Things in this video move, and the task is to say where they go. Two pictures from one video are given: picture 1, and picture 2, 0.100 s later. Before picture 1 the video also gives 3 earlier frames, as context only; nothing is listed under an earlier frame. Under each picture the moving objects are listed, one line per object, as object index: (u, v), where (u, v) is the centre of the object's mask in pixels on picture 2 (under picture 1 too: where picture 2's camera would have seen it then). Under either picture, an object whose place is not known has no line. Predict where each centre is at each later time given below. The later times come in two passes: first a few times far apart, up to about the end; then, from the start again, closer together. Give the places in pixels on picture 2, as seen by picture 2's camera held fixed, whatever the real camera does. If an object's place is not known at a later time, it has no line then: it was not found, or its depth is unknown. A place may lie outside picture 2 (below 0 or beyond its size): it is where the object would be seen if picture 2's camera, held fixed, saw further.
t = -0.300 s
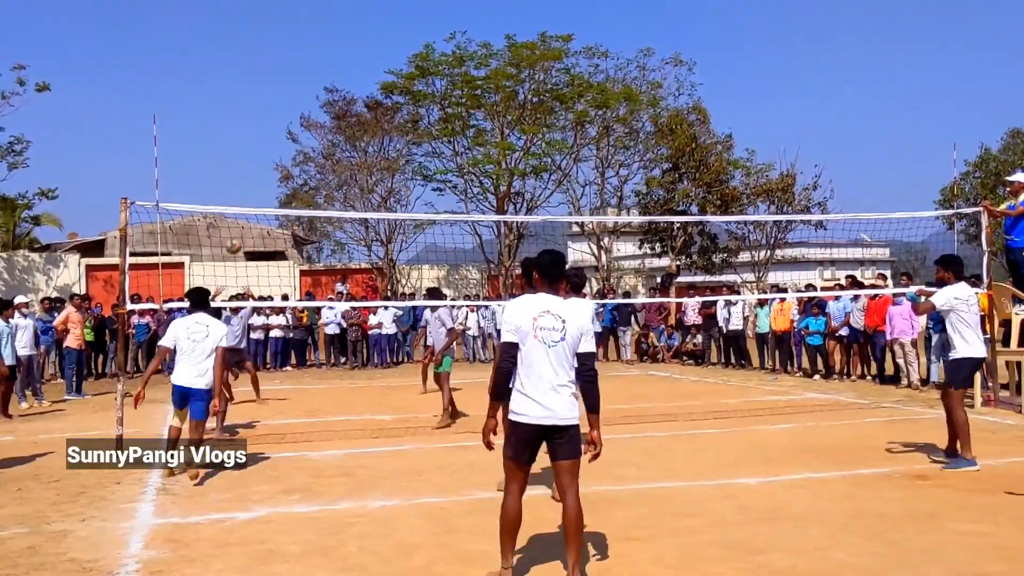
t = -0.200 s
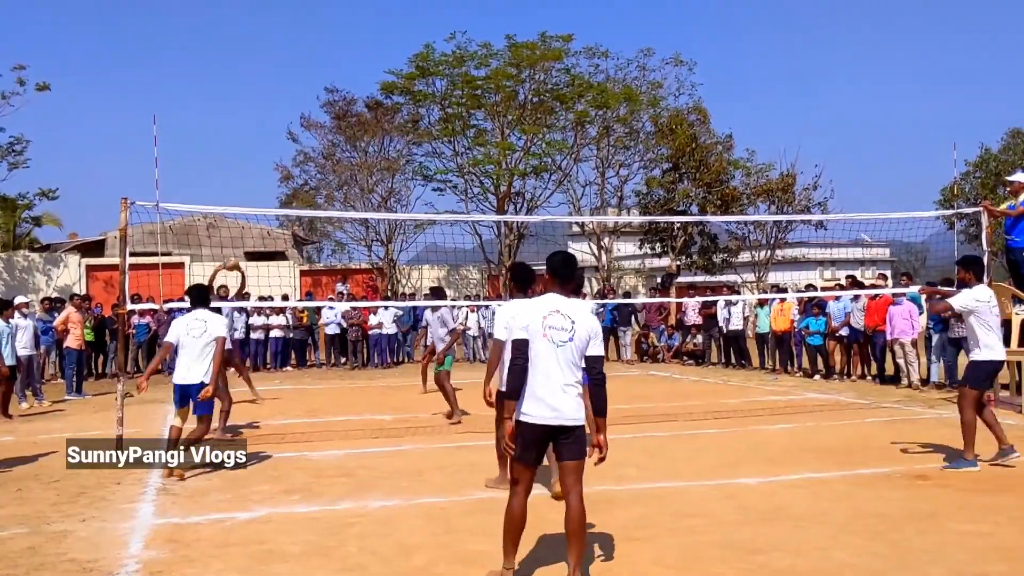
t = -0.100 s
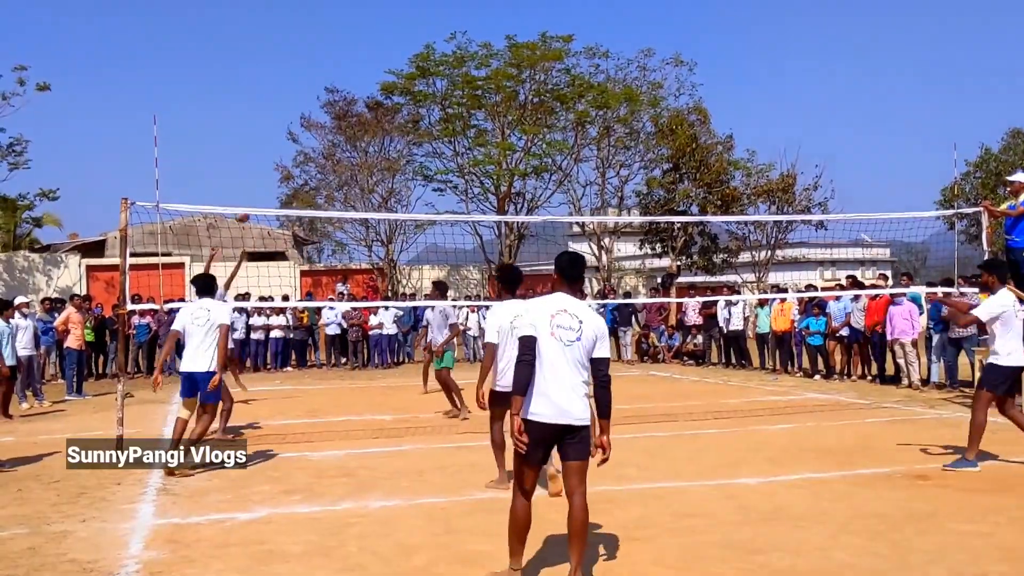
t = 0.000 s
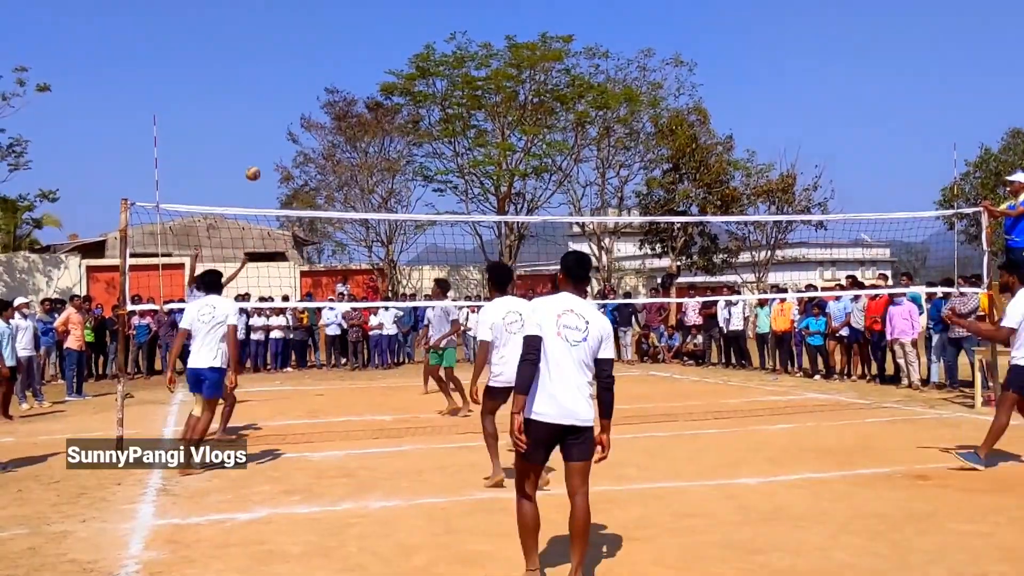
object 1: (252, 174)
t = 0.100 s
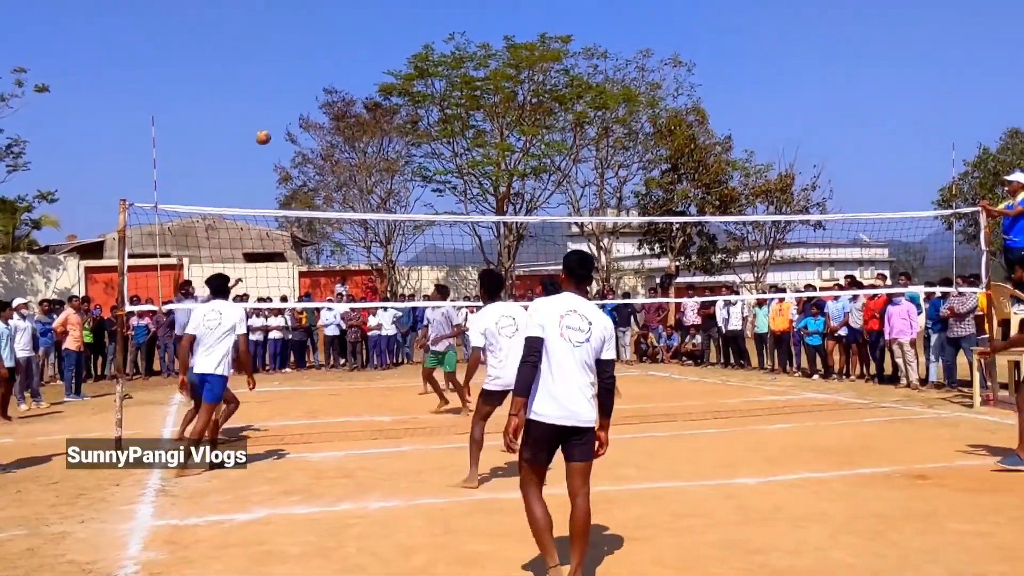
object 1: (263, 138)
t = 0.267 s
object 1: (282, 92)
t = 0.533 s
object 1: (315, 60)
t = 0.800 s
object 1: (351, 80)
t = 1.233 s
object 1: (414, 230)
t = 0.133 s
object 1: (266, 127)
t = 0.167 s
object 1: (270, 117)
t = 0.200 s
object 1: (274, 108)
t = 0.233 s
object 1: (278, 99)
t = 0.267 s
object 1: (282, 92)
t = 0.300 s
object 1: (286, 85)
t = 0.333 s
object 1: (290, 79)
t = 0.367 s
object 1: (294, 74)
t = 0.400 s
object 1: (299, 69)
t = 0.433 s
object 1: (303, 66)
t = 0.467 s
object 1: (307, 63)
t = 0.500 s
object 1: (311, 61)
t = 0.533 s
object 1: (315, 60)
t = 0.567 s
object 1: (320, 59)
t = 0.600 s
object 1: (324, 60)
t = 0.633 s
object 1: (329, 61)
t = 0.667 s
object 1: (333, 63)
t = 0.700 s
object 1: (337, 66)
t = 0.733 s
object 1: (342, 70)
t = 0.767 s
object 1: (347, 75)
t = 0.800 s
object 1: (351, 80)
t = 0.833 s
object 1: (356, 87)
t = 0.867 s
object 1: (361, 93)
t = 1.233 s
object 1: (414, 230)
